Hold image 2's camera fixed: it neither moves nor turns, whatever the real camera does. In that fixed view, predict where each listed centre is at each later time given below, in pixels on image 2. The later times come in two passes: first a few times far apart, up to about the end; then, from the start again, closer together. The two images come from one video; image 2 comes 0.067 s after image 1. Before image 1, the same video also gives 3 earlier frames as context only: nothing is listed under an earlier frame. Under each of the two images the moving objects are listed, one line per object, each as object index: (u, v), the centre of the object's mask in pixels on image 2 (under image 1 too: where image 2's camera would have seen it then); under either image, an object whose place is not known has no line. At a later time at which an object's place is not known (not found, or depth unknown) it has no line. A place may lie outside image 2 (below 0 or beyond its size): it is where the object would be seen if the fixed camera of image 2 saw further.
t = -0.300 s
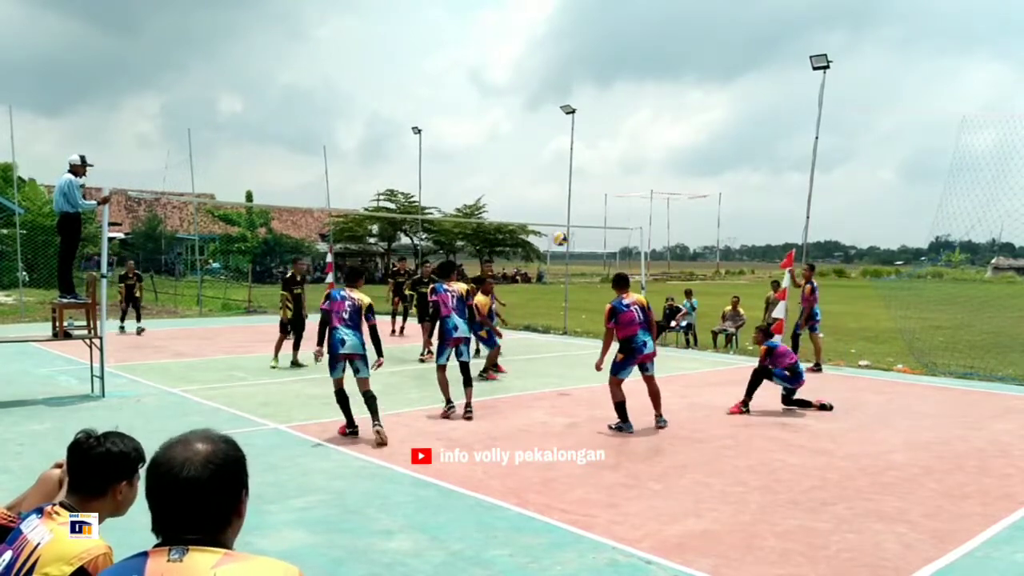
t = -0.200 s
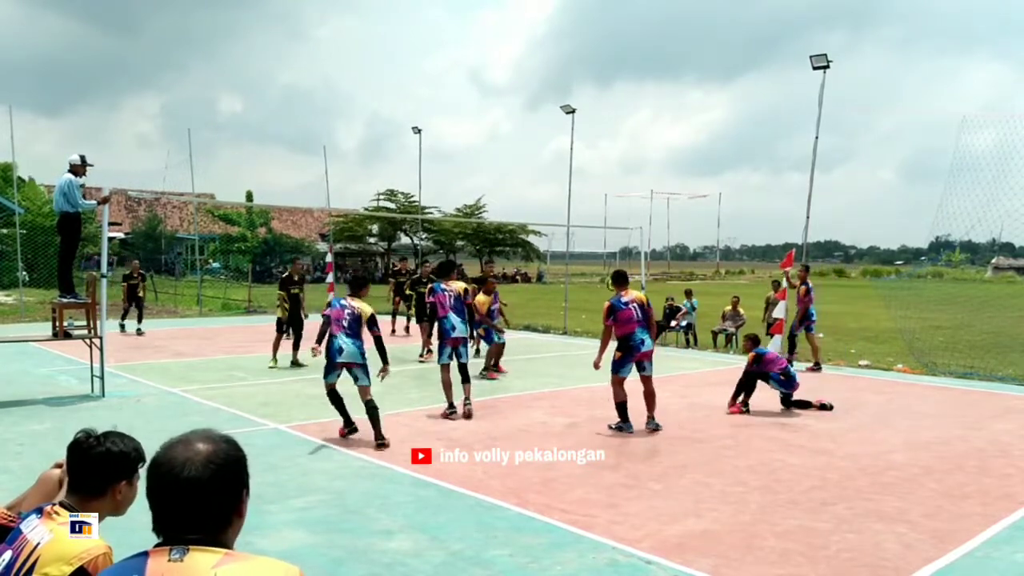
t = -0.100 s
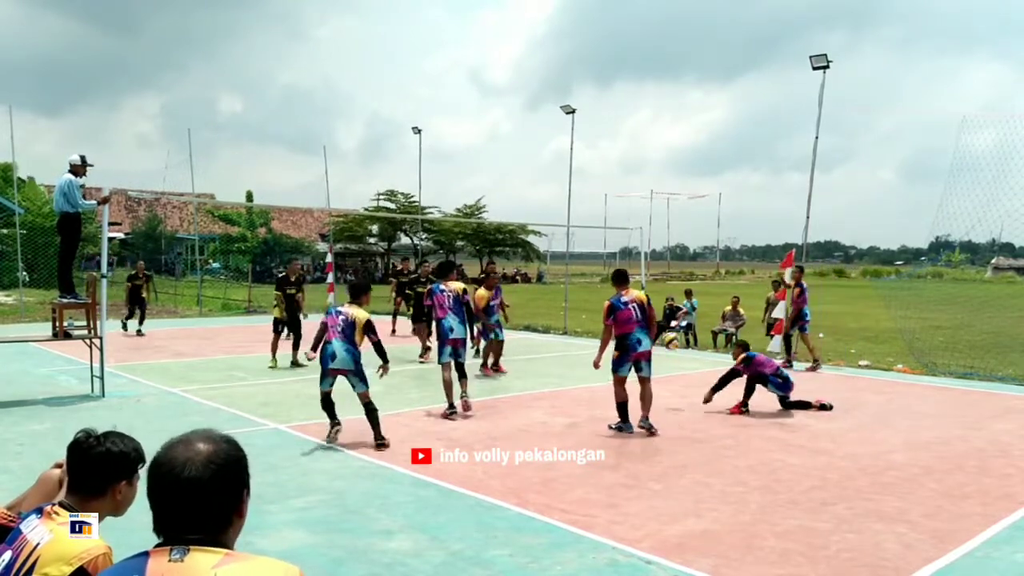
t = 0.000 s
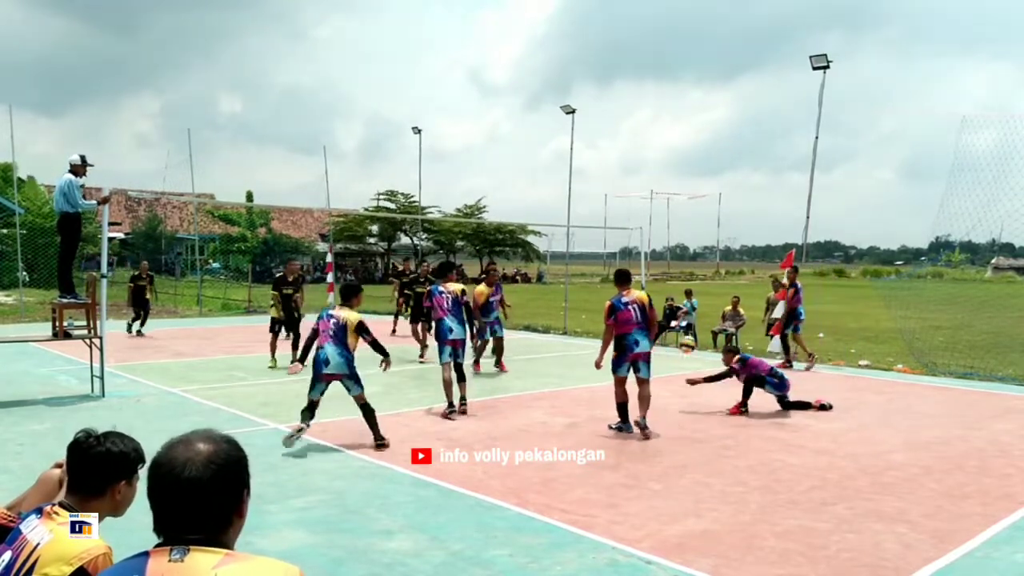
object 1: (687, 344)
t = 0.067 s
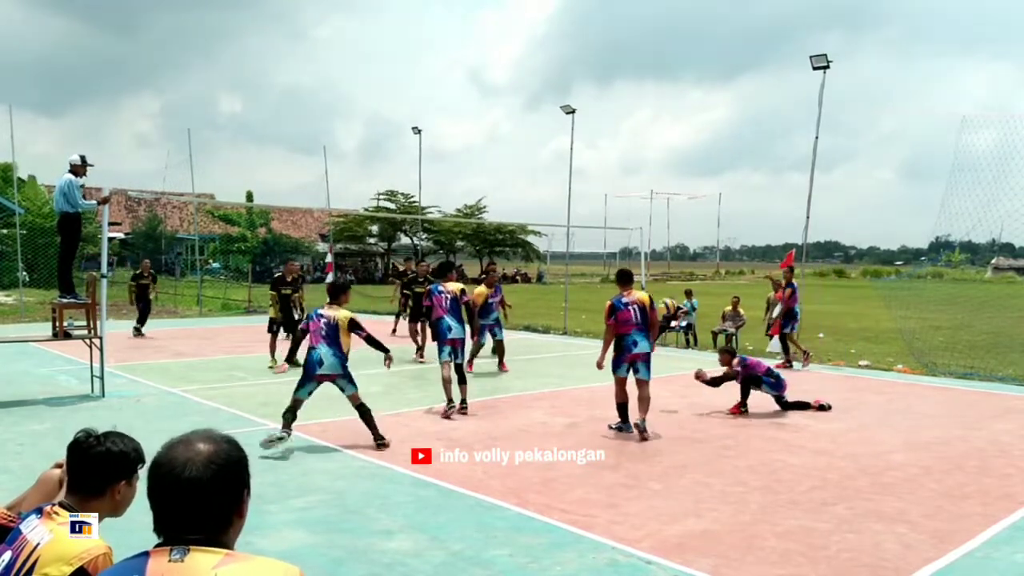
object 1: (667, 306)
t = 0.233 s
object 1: (619, 230)
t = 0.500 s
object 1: (546, 159)
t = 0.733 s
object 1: (486, 143)
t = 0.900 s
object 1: (445, 157)
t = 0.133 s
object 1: (648, 272)
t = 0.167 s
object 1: (638, 257)
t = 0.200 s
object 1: (629, 243)
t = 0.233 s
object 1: (619, 230)
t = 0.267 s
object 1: (610, 218)
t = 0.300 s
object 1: (600, 207)
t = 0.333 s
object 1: (592, 197)
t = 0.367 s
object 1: (582, 187)
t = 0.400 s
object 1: (573, 179)
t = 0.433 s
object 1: (564, 171)
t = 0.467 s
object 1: (555, 164)
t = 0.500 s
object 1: (546, 159)
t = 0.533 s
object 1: (538, 154)
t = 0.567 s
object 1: (529, 150)
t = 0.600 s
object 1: (520, 147)
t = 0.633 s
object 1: (512, 145)
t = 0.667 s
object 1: (503, 143)
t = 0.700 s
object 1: (494, 143)
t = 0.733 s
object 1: (486, 143)
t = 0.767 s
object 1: (478, 144)
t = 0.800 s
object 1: (469, 146)
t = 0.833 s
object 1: (462, 148)
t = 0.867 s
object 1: (453, 152)
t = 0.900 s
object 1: (445, 157)
